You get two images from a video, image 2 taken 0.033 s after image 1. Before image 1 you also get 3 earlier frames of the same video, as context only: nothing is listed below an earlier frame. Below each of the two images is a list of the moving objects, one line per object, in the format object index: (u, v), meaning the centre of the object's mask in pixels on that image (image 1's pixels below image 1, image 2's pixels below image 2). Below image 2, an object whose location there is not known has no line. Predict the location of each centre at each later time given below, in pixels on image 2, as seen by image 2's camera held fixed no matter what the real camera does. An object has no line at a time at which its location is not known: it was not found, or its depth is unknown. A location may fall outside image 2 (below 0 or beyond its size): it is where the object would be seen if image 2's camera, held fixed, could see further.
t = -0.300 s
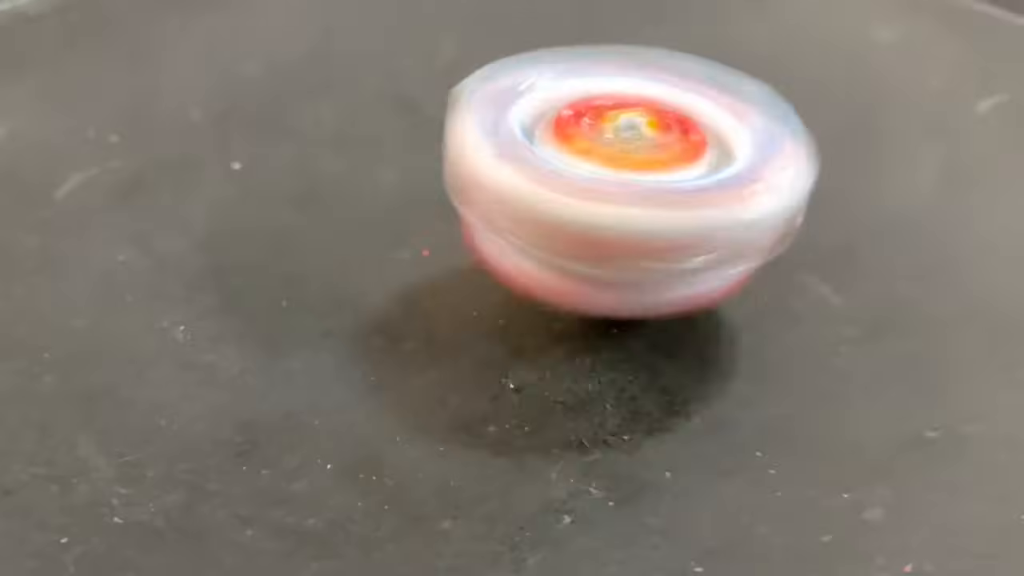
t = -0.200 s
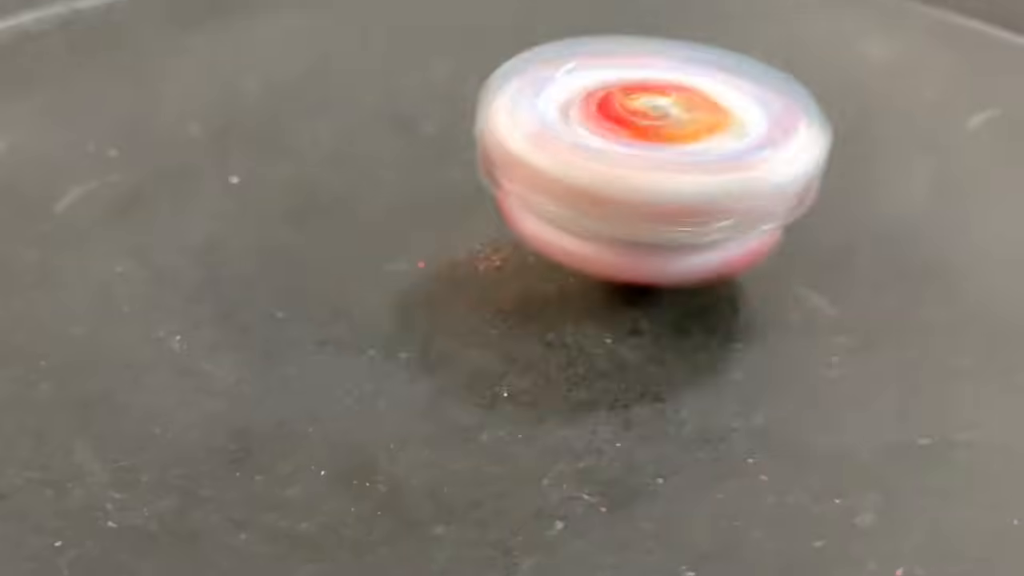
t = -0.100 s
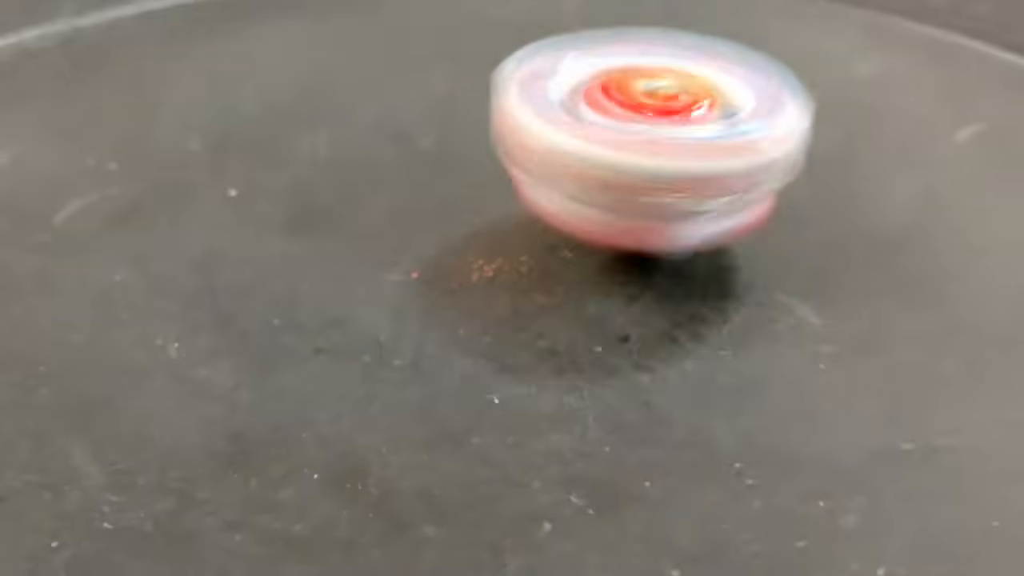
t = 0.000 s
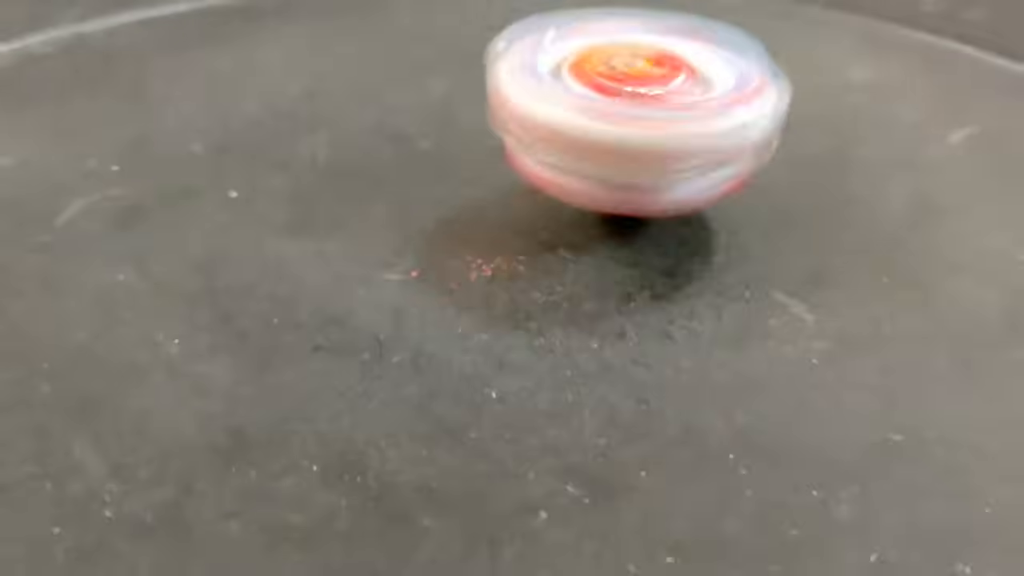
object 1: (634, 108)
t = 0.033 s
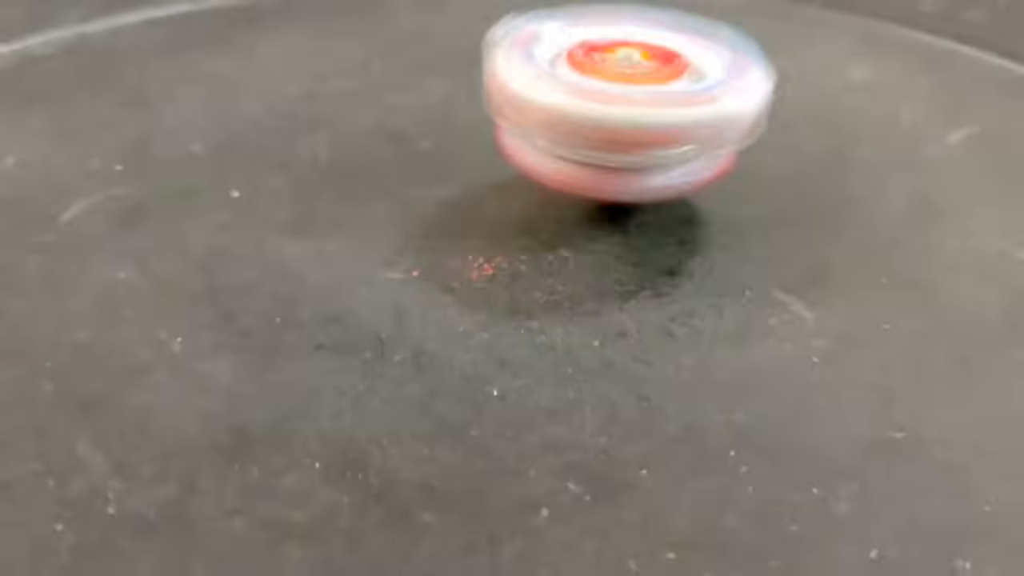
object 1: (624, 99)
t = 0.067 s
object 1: (610, 91)
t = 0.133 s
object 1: (583, 80)
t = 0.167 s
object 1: (571, 75)
